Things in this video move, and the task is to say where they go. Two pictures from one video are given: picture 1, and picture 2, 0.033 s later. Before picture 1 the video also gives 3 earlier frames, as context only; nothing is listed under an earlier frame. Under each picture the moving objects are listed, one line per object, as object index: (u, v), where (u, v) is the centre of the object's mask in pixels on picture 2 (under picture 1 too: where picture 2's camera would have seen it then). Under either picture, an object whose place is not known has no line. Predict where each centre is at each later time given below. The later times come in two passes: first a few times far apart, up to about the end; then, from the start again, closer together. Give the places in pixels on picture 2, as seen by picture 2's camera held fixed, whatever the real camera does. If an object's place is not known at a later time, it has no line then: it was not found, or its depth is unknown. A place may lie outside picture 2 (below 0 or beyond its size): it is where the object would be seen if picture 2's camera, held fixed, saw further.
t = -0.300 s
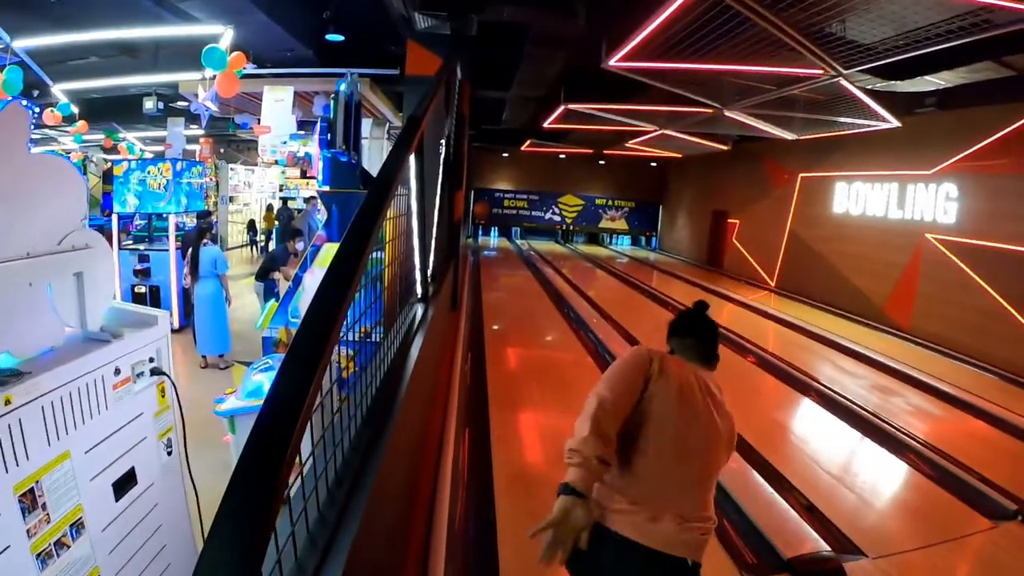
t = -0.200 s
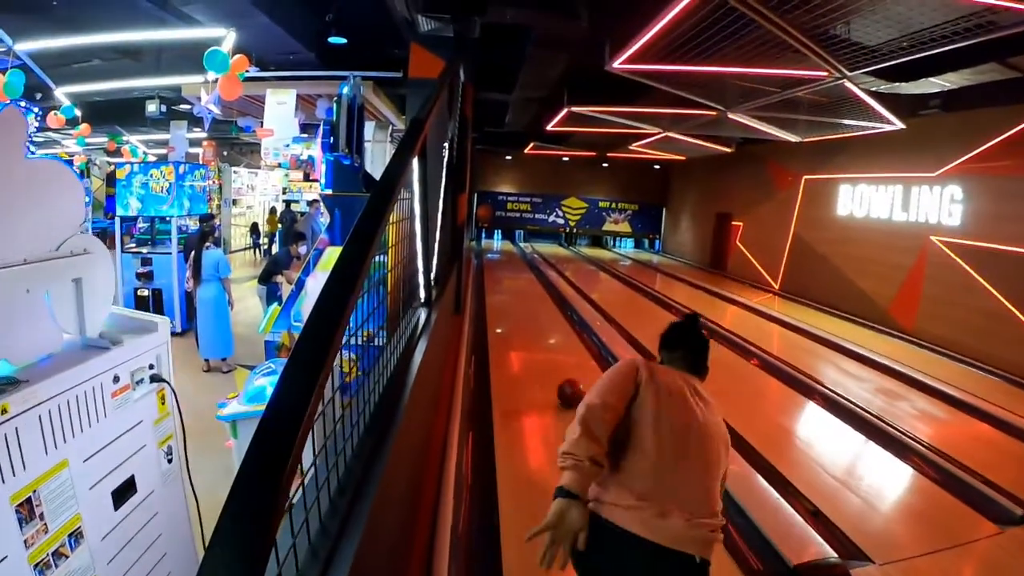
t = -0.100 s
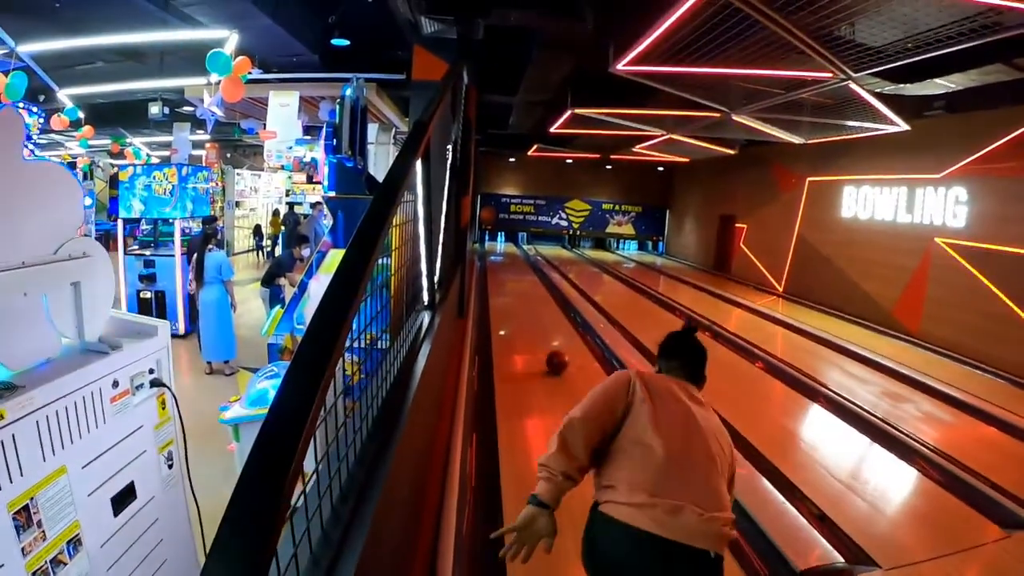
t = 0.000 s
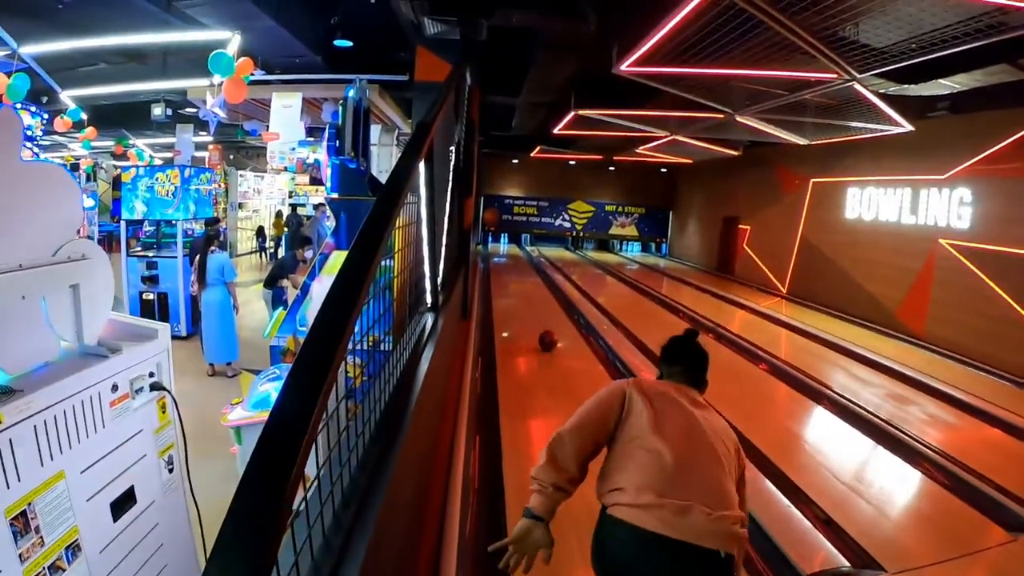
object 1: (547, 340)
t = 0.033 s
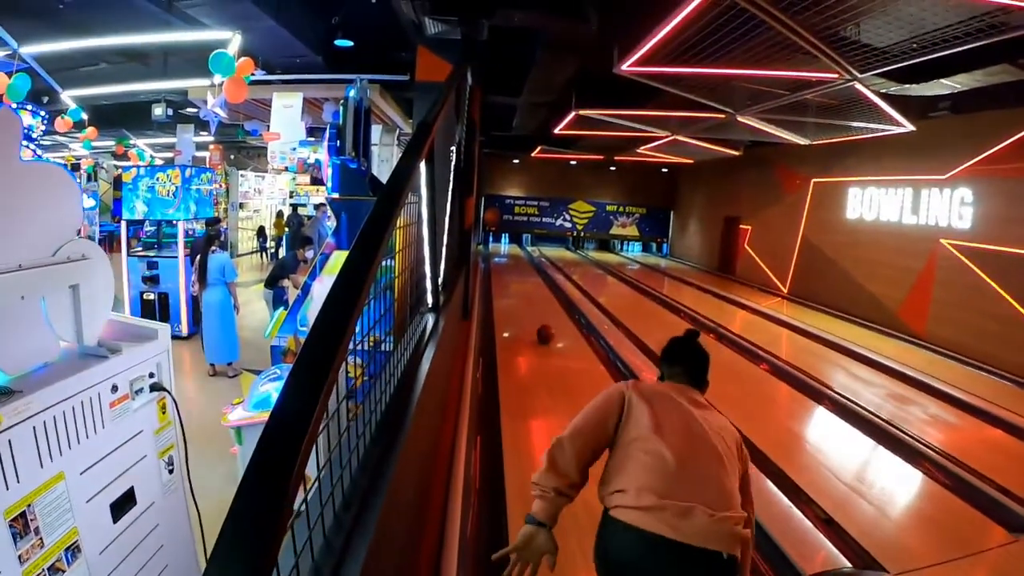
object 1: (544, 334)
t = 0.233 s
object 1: (533, 304)
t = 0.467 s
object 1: (520, 284)
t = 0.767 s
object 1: (511, 268)
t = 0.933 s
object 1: (508, 262)
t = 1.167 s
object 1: (505, 255)
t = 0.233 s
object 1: (533, 304)
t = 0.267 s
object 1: (530, 301)
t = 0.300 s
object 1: (528, 298)
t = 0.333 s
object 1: (527, 295)
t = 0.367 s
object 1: (524, 292)
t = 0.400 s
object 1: (523, 289)
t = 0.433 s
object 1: (522, 286)
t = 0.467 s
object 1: (520, 284)
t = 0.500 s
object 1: (519, 282)
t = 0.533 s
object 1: (518, 280)
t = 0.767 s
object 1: (511, 268)
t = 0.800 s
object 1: (510, 266)
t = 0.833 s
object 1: (510, 265)
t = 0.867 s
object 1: (510, 264)
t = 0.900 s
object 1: (509, 262)
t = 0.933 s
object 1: (508, 262)
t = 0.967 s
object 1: (509, 260)
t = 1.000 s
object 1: (507, 259)
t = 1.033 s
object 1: (506, 259)
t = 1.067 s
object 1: (506, 257)
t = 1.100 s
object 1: (506, 256)
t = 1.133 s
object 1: (505, 255)
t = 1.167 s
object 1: (505, 255)
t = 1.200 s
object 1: (504, 254)
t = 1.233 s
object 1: (503, 254)
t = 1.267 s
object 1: (503, 253)
